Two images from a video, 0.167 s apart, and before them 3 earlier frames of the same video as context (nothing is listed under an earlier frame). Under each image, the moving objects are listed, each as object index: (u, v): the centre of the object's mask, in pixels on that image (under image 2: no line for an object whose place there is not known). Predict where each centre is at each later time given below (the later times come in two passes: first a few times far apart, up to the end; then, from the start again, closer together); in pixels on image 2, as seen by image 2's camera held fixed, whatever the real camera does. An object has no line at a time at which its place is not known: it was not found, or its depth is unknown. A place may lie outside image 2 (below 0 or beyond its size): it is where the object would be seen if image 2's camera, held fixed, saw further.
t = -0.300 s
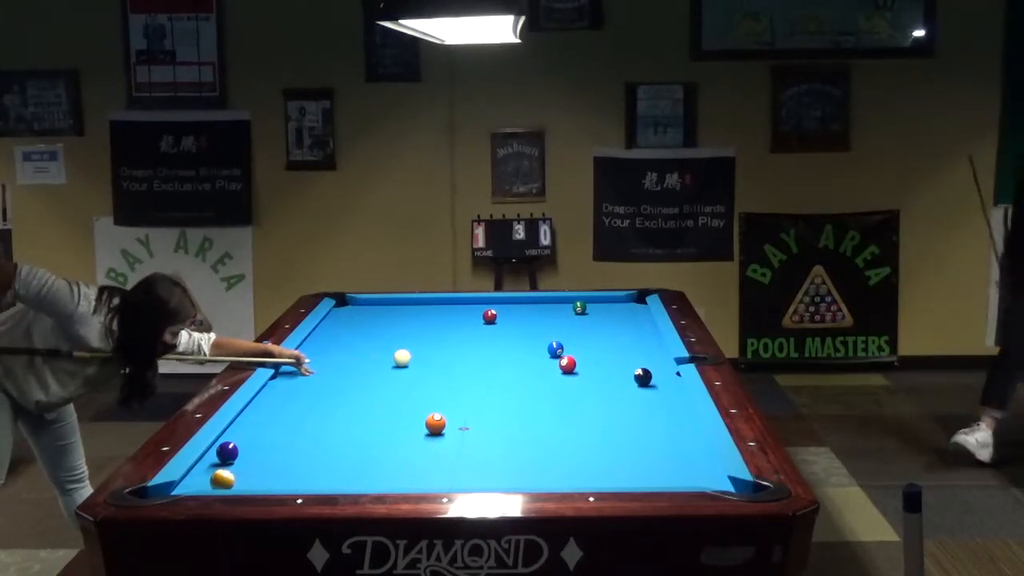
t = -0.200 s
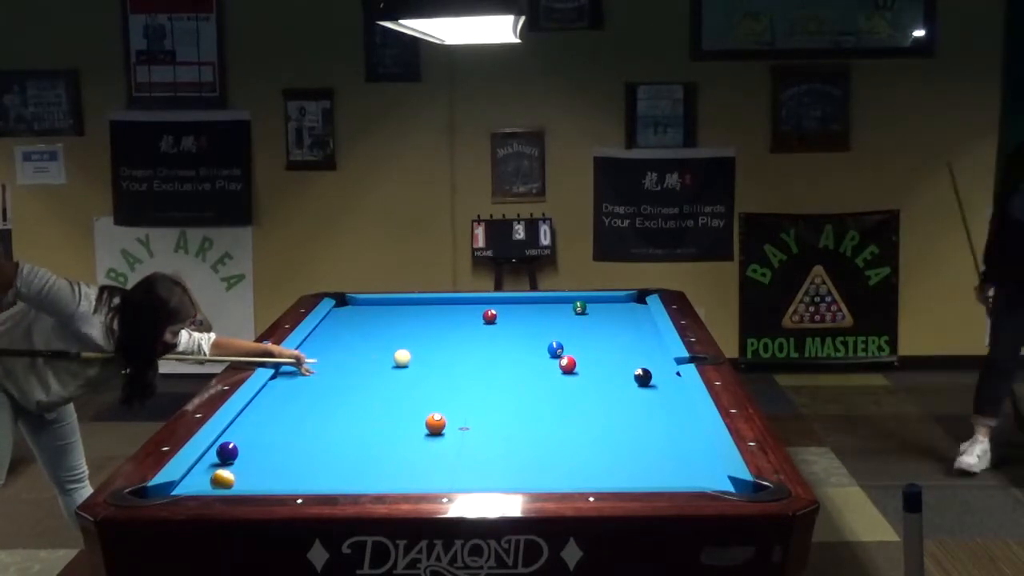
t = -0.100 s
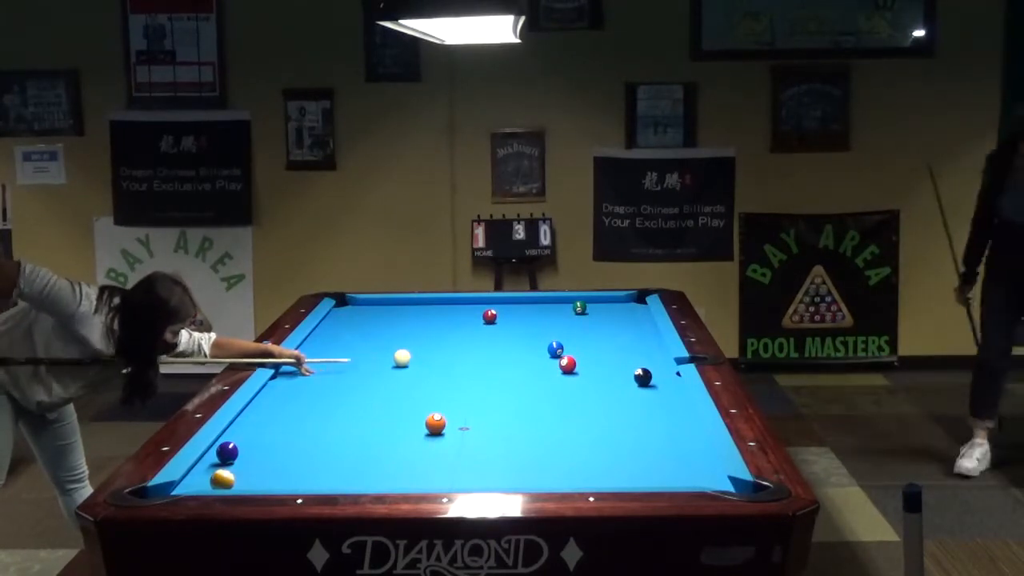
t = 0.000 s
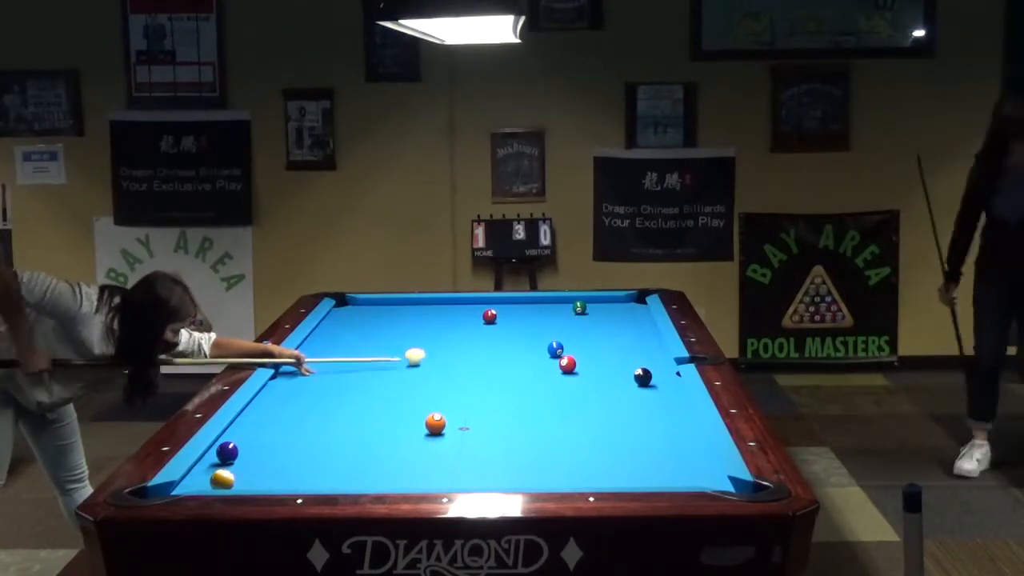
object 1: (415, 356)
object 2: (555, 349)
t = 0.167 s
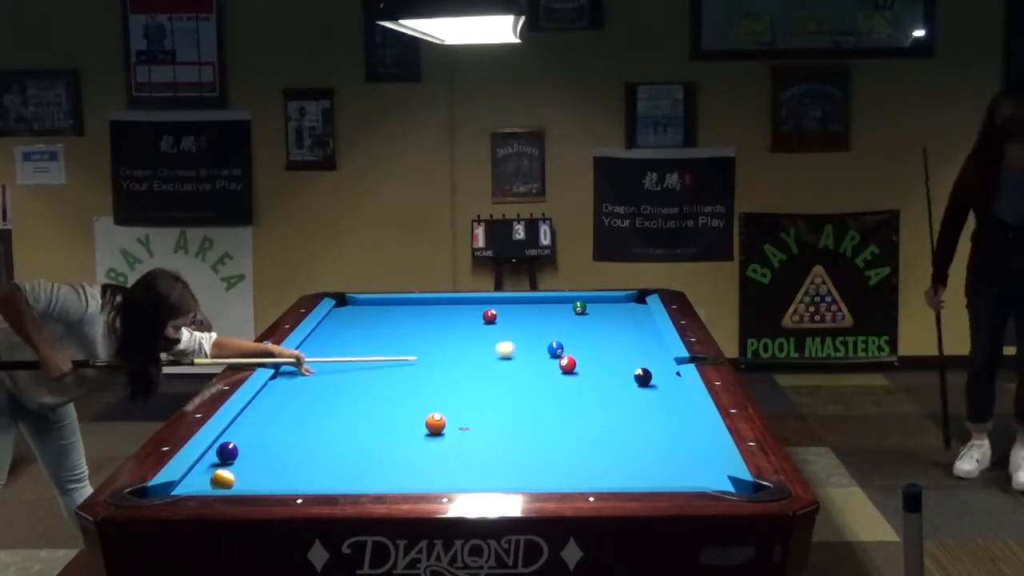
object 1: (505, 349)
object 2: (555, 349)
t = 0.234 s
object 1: (535, 347)
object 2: (555, 349)
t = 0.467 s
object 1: (580, 336)
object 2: (593, 353)
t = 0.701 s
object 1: (619, 327)
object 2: (629, 357)
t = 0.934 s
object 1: (641, 318)
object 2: (664, 360)
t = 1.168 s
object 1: (617, 311)
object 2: (661, 364)
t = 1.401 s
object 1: (596, 305)
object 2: (657, 368)
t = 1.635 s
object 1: (574, 297)
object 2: (654, 370)
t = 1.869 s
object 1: (554, 301)
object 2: (652, 372)
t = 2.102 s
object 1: (532, 305)
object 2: (651, 373)
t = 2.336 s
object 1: (511, 309)
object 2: (650, 373)
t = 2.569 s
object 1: (491, 309)
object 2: (650, 373)
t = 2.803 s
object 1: (468, 316)
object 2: (650, 373)
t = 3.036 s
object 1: (446, 319)
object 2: (650, 373)
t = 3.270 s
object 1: (426, 322)
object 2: (650, 373)
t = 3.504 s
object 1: (405, 325)
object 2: (650, 373)
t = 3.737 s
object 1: (385, 328)
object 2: (650, 373)
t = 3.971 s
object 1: (366, 331)
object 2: (650, 373)
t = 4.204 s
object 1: (347, 334)
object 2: (650, 373)
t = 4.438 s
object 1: (329, 337)
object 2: (650, 373)
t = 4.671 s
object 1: (311, 339)
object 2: (650, 373)
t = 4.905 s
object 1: (318, 341)
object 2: (650, 373)
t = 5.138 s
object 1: (324, 342)
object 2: (650, 373)
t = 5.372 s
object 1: (330, 343)
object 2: (650, 374)
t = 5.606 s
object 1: (335, 344)
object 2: (650, 373)
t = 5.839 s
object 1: (339, 345)
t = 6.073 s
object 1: (343, 345)
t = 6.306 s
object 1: (345, 346)
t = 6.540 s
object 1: (347, 346)
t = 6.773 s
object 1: (349, 347)
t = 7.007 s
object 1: (349, 347)
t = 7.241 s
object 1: (349, 347)
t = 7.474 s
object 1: (349, 347)
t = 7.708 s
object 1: (349, 347)
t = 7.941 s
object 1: (349, 347)
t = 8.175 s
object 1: (349, 346)
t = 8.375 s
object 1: (349, 347)
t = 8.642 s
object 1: (353, 342)
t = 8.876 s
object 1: (349, 347)
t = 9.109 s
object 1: (349, 347)
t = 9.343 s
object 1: (349, 347)
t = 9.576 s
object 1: (349, 346)
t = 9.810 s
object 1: (349, 347)
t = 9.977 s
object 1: (349, 346)
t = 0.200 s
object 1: (520, 348)
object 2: (555, 349)
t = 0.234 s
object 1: (535, 347)
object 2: (555, 349)
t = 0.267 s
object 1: (544, 346)
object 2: (558, 349)
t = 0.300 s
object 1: (550, 344)
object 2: (566, 349)
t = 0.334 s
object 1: (556, 343)
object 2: (572, 350)
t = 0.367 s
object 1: (562, 341)
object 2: (578, 351)
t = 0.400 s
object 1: (568, 340)
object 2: (583, 352)
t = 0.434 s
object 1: (574, 338)
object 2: (588, 352)
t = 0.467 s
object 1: (580, 336)
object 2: (593, 353)
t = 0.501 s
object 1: (586, 335)
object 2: (598, 354)
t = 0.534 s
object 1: (592, 334)
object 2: (603, 354)
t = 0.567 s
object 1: (597, 332)
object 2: (608, 354)
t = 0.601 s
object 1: (603, 331)
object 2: (614, 355)
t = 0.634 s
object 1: (608, 329)
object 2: (619, 356)
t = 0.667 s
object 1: (614, 328)
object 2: (624, 356)
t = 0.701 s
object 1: (619, 327)
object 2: (629, 357)
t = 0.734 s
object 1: (625, 326)
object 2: (634, 357)
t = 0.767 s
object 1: (630, 324)
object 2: (639, 357)
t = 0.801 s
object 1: (635, 323)
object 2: (644, 358)
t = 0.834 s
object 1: (640, 322)
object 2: (649, 358)
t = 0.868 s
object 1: (645, 320)
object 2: (654, 360)
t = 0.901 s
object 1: (645, 319)
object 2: (659, 360)
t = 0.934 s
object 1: (641, 318)
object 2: (664, 360)
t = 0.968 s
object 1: (638, 317)
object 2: (664, 361)
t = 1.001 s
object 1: (634, 316)
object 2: (664, 362)
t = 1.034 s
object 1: (631, 315)
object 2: (663, 362)
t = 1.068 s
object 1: (627, 314)
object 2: (662, 362)
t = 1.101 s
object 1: (624, 313)
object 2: (662, 363)
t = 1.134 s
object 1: (621, 312)
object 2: (661, 363)
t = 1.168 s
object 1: (617, 311)
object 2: (661, 364)
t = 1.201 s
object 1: (614, 310)
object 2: (660, 365)
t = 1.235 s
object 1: (611, 309)
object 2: (659, 365)
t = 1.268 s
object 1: (608, 308)
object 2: (659, 366)
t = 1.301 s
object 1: (605, 307)
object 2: (658, 366)
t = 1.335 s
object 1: (602, 307)
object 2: (657, 367)
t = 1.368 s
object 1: (599, 306)
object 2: (657, 367)
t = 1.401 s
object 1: (596, 305)
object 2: (657, 368)
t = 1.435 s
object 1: (593, 303)
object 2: (656, 368)
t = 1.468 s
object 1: (591, 302)
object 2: (655, 369)
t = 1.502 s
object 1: (588, 301)
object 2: (655, 368)
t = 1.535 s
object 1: (585, 300)
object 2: (655, 369)
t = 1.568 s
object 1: (582, 298)
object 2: (654, 369)
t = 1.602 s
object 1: (577, 297)
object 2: (654, 370)
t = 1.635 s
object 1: (574, 297)
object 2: (654, 370)
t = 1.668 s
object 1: (572, 298)
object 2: (653, 370)
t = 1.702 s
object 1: (569, 299)
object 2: (653, 371)
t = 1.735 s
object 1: (566, 299)
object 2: (653, 371)
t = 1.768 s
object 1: (563, 300)
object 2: (652, 371)
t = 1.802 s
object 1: (560, 300)
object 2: (652, 372)
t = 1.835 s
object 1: (557, 301)
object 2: (652, 372)
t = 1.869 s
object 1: (554, 301)
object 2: (652, 372)
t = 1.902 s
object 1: (551, 302)
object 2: (652, 372)
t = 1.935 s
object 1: (547, 303)
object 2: (652, 372)
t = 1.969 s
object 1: (544, 303)
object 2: (652, 372)
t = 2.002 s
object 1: (541, 304)
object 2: (652, 372)
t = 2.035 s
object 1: (538, 304)
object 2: (652, 372)
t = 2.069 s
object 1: (535, 305)
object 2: (652, 372)
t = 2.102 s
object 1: (532, 305)
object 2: (651, 373)
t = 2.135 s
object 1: (529, 306)
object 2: (651, 373)
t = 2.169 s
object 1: (526, 306)
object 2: (651, 373)
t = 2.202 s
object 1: (523, 307)
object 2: (651, 373)
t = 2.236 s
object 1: (520, 307)
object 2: (651, 373)
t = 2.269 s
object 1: (517, 308)
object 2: (650, 373)
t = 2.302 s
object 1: (513, 309)
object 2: (650, 373)
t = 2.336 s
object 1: (511, 309)
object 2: (650, 373)
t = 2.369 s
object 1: (507, 310)
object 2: (650, 373)
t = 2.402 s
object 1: (505, 310)
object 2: (650, 373)
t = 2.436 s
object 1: (502, 311)
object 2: (650, 373)
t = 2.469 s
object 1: (499, 311)
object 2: (650, 373)
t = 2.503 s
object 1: (497, 310)
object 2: (650, 373)
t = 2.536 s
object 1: (494, 310)
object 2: (650, 373)
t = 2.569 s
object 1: (491, 309)
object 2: (650, 373)
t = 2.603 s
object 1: (484, 311)
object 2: (650, 373)
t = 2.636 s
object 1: (481, 312)
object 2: (649, 373)
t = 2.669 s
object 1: (478, 314)
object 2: (649, 373)
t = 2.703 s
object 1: (476, 314)
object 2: (650, 373)
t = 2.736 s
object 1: (474, 315)
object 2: (650, 373)
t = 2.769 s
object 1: (471, 316)
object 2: (650, 373)
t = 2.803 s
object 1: (468, 316)
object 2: (650, 373)
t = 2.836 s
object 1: (465, 316)
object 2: (650, 373)
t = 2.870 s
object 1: (461, 317)
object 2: (650, 373)
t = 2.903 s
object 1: (458, 317)
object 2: (650, 373)
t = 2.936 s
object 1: (455, 318)
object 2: (650, 373)
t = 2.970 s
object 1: (452, 318)
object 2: (650, 373)
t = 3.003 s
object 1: (449, 319)
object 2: (650, 373)
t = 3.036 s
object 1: (446, 319)
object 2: (650, 373)
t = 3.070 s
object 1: (443, 320)
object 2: (650, 373)
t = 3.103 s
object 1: (440, 320)
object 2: (650, 373)
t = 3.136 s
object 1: (437, 321)
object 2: (650, 373)
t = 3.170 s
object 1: (434, 321)
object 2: (650, 373)
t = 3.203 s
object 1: (431, 321)
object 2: (650, 373)
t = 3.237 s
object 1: (428, 322)
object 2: (650, 373)
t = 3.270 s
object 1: (426, 322)
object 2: (650, 373)
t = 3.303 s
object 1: (422, 323)
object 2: (650, 373)
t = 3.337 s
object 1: (420, 323)
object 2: (650, 373)
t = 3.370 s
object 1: (417, 324)
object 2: (650, 373)
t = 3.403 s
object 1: (414, 324)
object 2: (650, 373)
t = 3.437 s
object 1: (411, 324)
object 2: (650, 373)
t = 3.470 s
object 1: (408, 325)
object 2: (650, 373)
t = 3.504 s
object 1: (405, 325)
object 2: (650, 373)
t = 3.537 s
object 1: (402, 326)
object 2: (650, 373)
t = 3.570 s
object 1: (399, 326)
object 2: (650, 373)
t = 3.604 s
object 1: (396, 327)
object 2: (650, 373)
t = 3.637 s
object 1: (394, 327)
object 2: (650, 373)
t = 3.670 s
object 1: (391, 327)
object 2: (650, 374)
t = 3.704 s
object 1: (388, 328)
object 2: (650, 374)
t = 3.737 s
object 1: (385, 328)
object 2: (650, 373)
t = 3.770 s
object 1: (382, 329)
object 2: (650, 374)
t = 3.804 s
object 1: (379, 329)
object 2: (650, 373)
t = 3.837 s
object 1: (377, 330)
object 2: (650, 374)
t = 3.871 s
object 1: (374, 330)
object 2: (650, 374)
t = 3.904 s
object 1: (371, 330)
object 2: (650, 374)
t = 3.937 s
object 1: (368, 331)
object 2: (650, 374)
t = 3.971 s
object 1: (366, 331)
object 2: (650, 373)
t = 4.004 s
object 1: (363, 332)
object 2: (650, 373)
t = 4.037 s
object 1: (360, 332)
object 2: (650, 374)
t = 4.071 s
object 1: (358, 332)
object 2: (650, 373)
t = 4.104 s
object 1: (355, 333)
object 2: (650, 374)
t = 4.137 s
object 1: (352, 333)
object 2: (650, 373)
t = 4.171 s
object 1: (350, 334)
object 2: (650, 373)
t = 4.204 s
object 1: (347, 334)
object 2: (650, 373)
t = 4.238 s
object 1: (344, 334)
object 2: (650, 373)
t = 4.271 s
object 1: (342, 335)
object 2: (650, 373)
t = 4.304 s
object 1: (339, 335)
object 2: (650, 374)
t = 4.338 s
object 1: (337, 336)
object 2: (650, 373)
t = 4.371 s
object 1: (334, 336)
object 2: (650, 374)
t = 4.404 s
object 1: (331, 336)
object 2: (650, 374)
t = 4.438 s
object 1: (329, 337)
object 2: (650, 373)
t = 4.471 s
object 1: (326, 337)
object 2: (650, 374)
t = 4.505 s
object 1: (324, 338)
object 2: (650, 374)
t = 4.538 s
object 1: (321, 338)
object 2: (650, 373)
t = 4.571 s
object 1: (319, 338)
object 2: (650, 374)
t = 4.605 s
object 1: (316, 339)
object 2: (650, 374)
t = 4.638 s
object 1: (314, 339)
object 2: (650, 374)
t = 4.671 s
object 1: (311, 339)
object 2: (650, 373)
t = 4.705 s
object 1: (312, 339)
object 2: (650, 374)
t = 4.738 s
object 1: (313, 340)
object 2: (650, 373)
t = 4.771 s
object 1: (314, 340)
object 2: (650, 373)
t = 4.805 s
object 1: (315, 340)
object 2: (650, 374)
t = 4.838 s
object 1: (316, 340)
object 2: (650, 373)
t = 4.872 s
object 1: (317, 340)
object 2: (650, 373)
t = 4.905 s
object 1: (318, 341)
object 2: (650, 373)
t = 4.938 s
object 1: (319, 341)
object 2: (650, 373)
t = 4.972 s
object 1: (320, 341)
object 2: (650, 373)
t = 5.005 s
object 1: (321, 341)
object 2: (650, 373)
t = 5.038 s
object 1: (322, 341)
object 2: (650, 373)
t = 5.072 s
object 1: (323, 342)
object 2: (650, 373)
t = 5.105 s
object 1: (324, 342)
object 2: (650, 373)
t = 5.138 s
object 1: (324, 342)
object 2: (650, 373)
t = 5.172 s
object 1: (325, 342)
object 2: (650, 373)
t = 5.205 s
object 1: (326, 342)
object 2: (650, 373)
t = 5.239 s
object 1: (327, 342)
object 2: (650, 373)
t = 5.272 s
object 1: (328, 342)
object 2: (650, 373)
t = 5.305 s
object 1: (329, 343)
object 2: (650, 373)
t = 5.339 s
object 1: (329, 343)
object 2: (650, 373)
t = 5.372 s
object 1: (330, 343)
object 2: (650, 374)
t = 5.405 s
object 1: (331, 343)
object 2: (650, 373)
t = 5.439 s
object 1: (331, 343)
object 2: (650, 374)
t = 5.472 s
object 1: (332, 343)
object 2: (650, 373)
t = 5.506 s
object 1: (333, 343)
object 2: (650, 373)
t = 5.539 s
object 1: (334, 344)
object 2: (650, 374)
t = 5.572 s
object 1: (334, 344)
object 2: (650, 373)
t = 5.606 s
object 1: (335, 344)
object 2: (650, 373)
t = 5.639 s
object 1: (336, 344)
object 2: (650, 374)
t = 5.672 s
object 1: (336, 344)
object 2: (650, 373)
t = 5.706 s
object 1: (337, 344)
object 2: (650, 374)
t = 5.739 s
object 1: (337, 344)
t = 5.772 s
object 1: (338, 344)
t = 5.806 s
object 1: (338, 345)
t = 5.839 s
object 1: (339, 345)
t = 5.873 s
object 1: (340, 345)
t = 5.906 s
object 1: (340, 345)
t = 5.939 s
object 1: (341, 345)
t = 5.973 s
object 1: (341, 345)
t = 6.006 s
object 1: (342, 345)
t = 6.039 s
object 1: (342, 345)
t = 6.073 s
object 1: (343, 345)
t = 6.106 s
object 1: (343, 345)
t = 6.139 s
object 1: (344, 345)
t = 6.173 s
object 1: (344, 346)
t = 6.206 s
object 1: (345, 346)
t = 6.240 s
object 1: (345, 346)
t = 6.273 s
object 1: (345, 346)
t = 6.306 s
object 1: (345, 346)
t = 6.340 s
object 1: (345, 346)
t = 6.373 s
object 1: (346, 346)
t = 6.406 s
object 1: (346, 346)
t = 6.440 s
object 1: (347, 346)
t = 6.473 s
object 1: (347, 346)
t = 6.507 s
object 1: (347, 346)
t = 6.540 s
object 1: (347, 346)
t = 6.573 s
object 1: (348, 346)
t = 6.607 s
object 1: (348, 346)
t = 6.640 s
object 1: (348, 347)
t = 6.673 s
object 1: (348, 347)
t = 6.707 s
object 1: (348, 347)
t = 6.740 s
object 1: (349, 346)
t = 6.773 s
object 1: (349, 347)
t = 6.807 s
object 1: (349, 347)
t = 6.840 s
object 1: (349, 346)
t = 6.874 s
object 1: (349, 347)
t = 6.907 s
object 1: (349, 346)
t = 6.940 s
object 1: (349, 347)
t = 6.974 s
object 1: (350, 346)
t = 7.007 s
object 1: (349, 347)
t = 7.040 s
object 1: (349, 347)
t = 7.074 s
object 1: (349, 346)
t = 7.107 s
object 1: (349, 347)
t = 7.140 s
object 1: (349, 347)
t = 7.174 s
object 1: (349, 347)
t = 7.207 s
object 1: (349, 347)
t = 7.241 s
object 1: (349, 347)
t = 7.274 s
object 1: (349, 347)
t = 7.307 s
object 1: (349, 347)
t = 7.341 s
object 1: (349, 347)
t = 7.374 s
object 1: (349, 347)
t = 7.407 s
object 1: (349, 347)
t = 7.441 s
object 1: (349, 347)
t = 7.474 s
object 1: (349, 347)
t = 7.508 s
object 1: (349, 347)
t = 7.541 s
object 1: (349, 347)
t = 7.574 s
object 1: (349, 347)
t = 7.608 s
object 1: (349, 347)
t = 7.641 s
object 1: (349, 347)
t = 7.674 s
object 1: (349, 347)
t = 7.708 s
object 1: (349, 347)
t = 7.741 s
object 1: (349, 347)
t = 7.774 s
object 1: (349, 346)
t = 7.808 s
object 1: (349, 347)
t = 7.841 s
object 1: (349, 347)
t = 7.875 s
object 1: (349, 347)
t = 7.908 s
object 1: (349, 347)
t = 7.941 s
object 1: (349, 347)
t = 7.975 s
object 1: (349, 347)
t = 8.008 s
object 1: (349, 347)
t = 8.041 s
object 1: (349, 347)
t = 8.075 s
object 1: (349, 347)
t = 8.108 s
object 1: (349, 347)
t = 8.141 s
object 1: (349, 347)
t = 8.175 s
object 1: (349, 346)
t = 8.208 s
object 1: (349, 346)
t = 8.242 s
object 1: (349, 347)
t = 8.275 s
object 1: (349, 347)
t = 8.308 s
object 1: (349, 347)
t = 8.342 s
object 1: (349, 347)
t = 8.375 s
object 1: (349, 347)
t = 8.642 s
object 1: (353, 342)
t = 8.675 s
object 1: (351, 345)
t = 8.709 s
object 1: (350, 347)
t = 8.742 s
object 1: (349, 347)
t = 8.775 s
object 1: (349, 347)
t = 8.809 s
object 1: (349, 347)
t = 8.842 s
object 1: (349, 347)
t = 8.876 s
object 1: (349, 347)
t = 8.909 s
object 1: (349, 347)
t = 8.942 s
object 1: (349, 347)
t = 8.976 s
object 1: (349, 347)
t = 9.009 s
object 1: (349, 347)
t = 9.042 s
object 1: (349, 347)
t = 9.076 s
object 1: (349, 347)
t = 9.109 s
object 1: (349, 347)
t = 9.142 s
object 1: (349, 347)
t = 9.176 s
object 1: (349, 347)
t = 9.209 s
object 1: (349, 347)
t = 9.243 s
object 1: (349, 347)
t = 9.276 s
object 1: (349, 347)
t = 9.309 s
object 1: (349, 347)
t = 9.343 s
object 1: (349, 347)
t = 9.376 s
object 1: (349, 347)
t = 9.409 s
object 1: (349, 347)
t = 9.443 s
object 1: (349, 347)
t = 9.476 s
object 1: (349, 347)
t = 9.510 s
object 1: (349, 347)
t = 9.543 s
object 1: (349, 347)
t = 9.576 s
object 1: (349, 346)
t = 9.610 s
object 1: (349, 346)
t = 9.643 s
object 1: (349, 347)
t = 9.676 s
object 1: (349, 347)
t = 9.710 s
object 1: (349, 347)
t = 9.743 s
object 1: (349, 347)
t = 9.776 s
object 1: (349, 347)
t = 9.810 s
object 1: (349, 347)
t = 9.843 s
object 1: (349, 347)
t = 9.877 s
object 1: (349, 347)
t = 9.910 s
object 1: (349, 346)
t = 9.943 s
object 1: (349, 346)
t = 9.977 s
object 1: (349, 346)
